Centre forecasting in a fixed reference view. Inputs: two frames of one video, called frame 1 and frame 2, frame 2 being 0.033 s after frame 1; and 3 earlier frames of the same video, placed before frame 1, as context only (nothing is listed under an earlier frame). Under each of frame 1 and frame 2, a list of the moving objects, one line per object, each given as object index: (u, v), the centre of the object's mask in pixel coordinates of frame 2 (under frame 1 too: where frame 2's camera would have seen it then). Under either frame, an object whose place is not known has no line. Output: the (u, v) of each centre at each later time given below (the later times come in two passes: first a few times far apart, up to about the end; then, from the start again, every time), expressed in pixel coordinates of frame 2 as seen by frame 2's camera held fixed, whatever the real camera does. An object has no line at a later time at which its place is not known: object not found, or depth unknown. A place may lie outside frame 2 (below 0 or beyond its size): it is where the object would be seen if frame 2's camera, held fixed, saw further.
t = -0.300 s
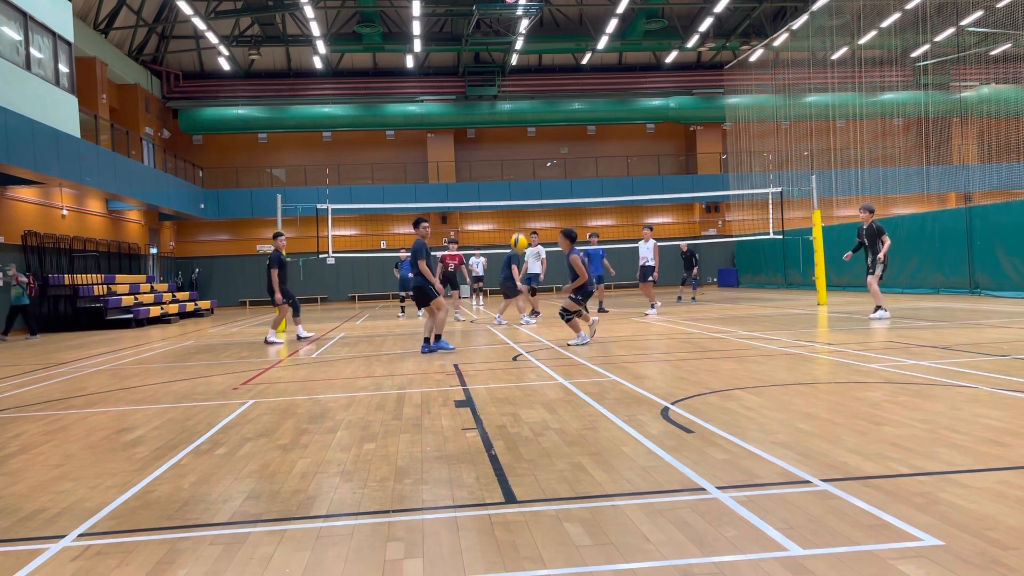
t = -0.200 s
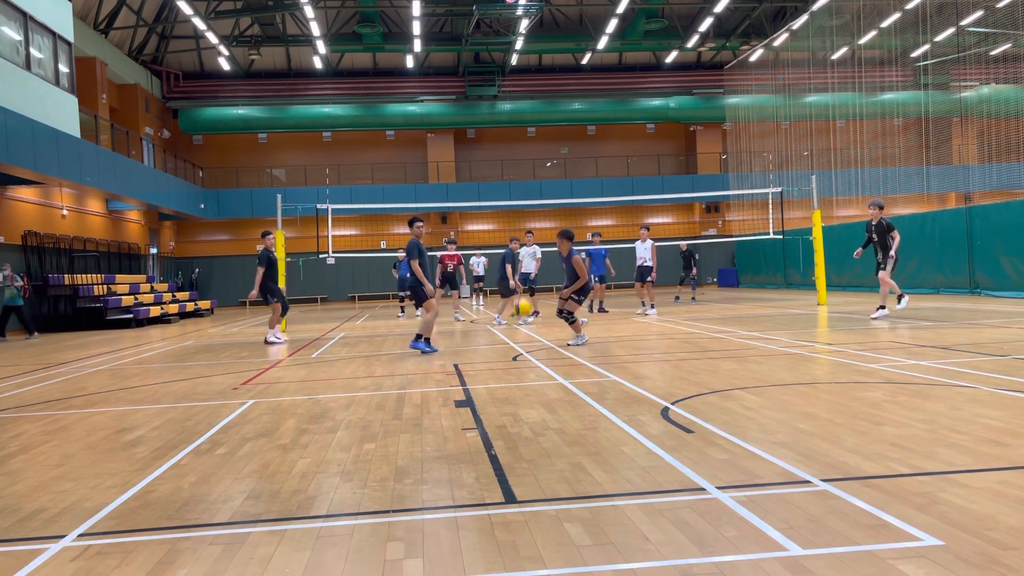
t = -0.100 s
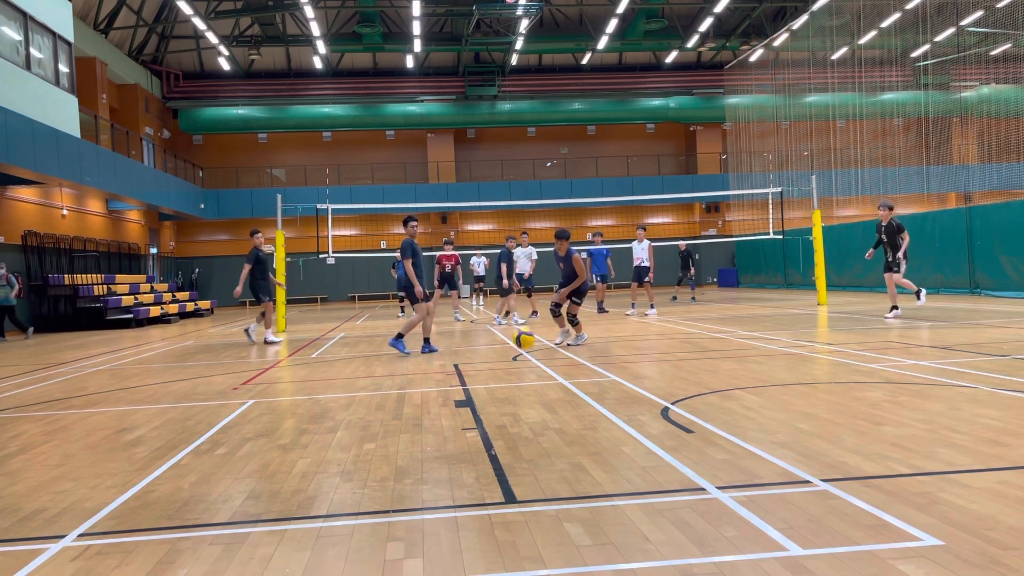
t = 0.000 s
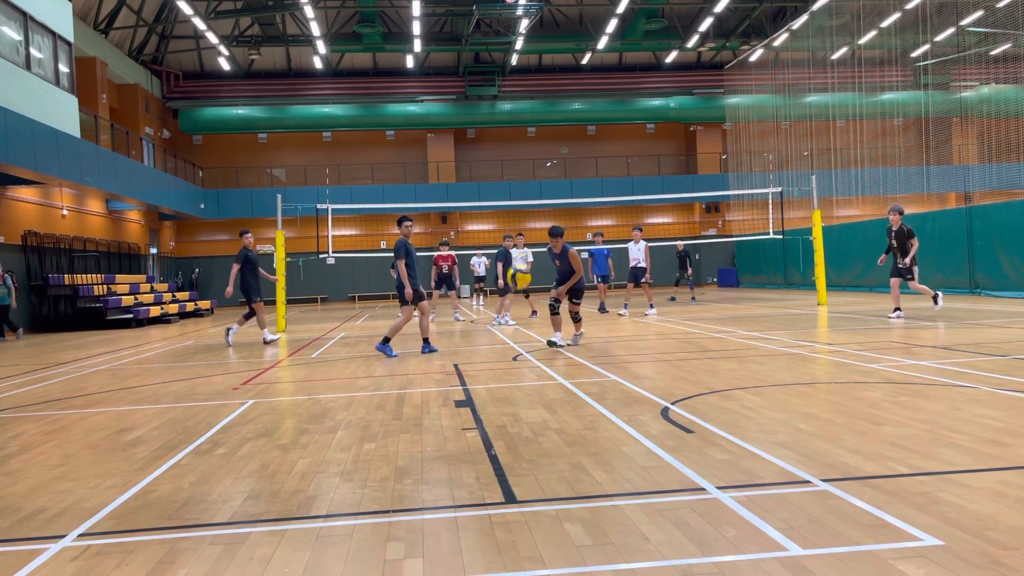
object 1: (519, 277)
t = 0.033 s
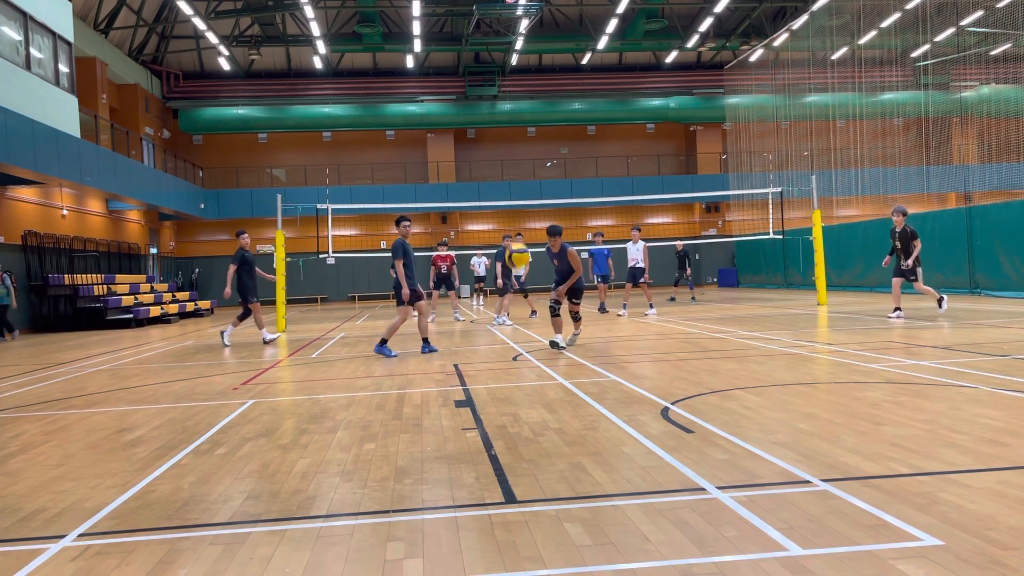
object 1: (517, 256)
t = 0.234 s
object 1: (507, 144)
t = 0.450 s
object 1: (494, 48)
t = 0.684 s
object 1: (476, 19)
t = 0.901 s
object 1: (450, 164)
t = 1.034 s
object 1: (420, 548)
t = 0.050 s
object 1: (516, 245)
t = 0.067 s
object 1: (516, 235)
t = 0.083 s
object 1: (515, 225)
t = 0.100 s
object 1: (515, 217)
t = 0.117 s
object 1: (513, 208)
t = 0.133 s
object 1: (512, 198)
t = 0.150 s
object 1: (512, 189)
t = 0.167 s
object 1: (511, 179)
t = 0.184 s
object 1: (510, 171)
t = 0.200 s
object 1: (509, 162)
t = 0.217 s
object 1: (508, 153)
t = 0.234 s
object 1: (507, 144)
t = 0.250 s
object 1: (507, 136)
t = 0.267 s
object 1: (505, 128)
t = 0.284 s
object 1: (505, 120)
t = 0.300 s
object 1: (504, 111)
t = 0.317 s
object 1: (503, 104)
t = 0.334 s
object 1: (502, 96)
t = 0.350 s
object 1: (501, 88)
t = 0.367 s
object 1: (500, 81)
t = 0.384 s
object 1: (499, 74)
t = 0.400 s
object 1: (498, 67)
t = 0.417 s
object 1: (497, 61)
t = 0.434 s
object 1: (495, 54)
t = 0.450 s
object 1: (494, 48)
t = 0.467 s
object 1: (493, 43)
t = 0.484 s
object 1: (492, 37)
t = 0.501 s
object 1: (491, 32)
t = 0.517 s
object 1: (490, 28)
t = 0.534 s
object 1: (488, 23)
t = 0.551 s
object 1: (488, 21)
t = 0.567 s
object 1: (486, 19)
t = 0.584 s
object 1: (485, 18)
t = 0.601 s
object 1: (484, 17)
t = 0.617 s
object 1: (482, 17)
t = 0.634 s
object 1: (481, 17)
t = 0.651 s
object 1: (479, 17)
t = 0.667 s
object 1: (478, 18)
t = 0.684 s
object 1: (476, 19)
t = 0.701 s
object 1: (475, 21)
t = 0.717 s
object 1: (473, 23)
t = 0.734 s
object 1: (472, 26)
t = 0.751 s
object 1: (470, 30)
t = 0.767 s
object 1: (468, 36)
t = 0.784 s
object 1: (466, 44)
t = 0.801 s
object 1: (464, 55)
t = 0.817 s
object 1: (462, 67)
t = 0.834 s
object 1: (460, 82)
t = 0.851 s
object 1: (458, 97)
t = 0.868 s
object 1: (455, 117)
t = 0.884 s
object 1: (453, 139)
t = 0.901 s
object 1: (450, 164)
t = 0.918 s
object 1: (447, 191)
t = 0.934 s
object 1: (444, 226)
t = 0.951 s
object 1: (440, 263)
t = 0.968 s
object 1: (437, 308)
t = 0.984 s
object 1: (434, 361)
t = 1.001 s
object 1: (427, 423)
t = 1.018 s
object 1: (423, 495)
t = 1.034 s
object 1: (420, 548)
